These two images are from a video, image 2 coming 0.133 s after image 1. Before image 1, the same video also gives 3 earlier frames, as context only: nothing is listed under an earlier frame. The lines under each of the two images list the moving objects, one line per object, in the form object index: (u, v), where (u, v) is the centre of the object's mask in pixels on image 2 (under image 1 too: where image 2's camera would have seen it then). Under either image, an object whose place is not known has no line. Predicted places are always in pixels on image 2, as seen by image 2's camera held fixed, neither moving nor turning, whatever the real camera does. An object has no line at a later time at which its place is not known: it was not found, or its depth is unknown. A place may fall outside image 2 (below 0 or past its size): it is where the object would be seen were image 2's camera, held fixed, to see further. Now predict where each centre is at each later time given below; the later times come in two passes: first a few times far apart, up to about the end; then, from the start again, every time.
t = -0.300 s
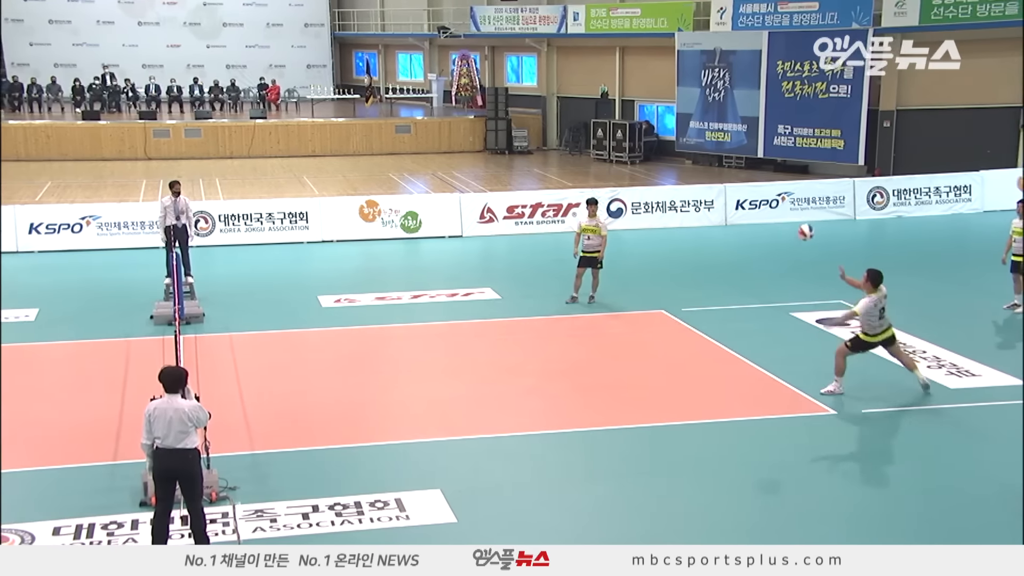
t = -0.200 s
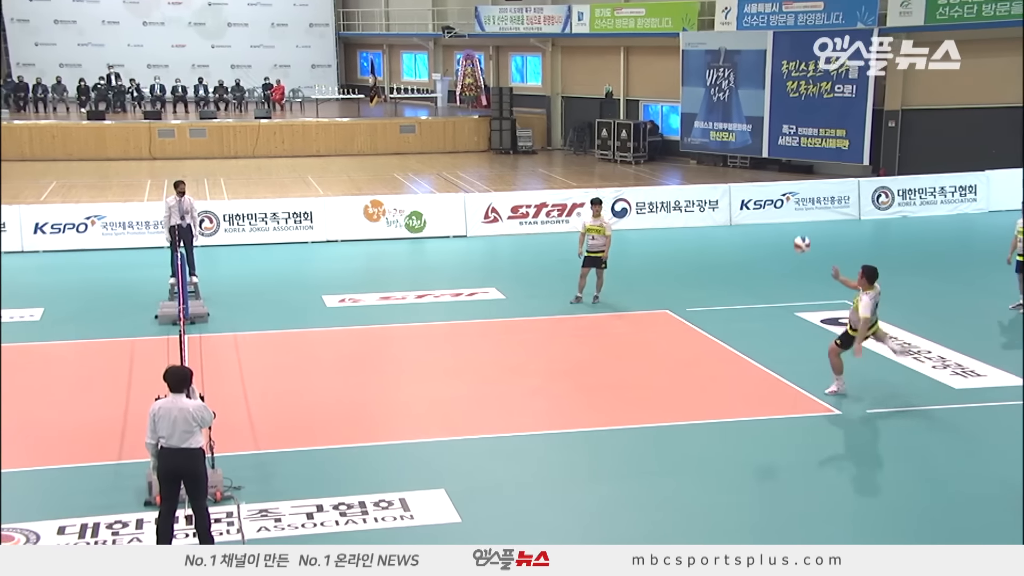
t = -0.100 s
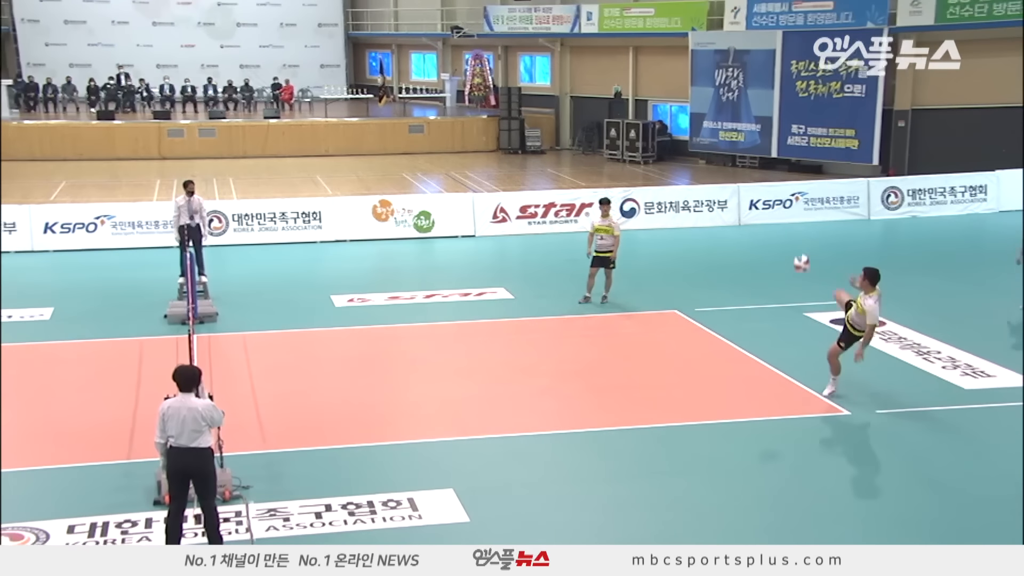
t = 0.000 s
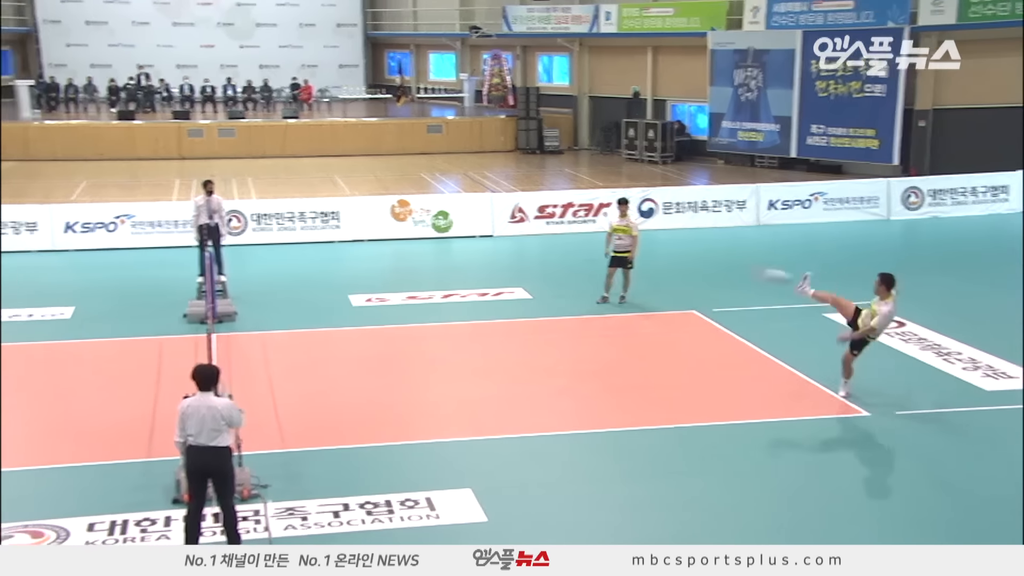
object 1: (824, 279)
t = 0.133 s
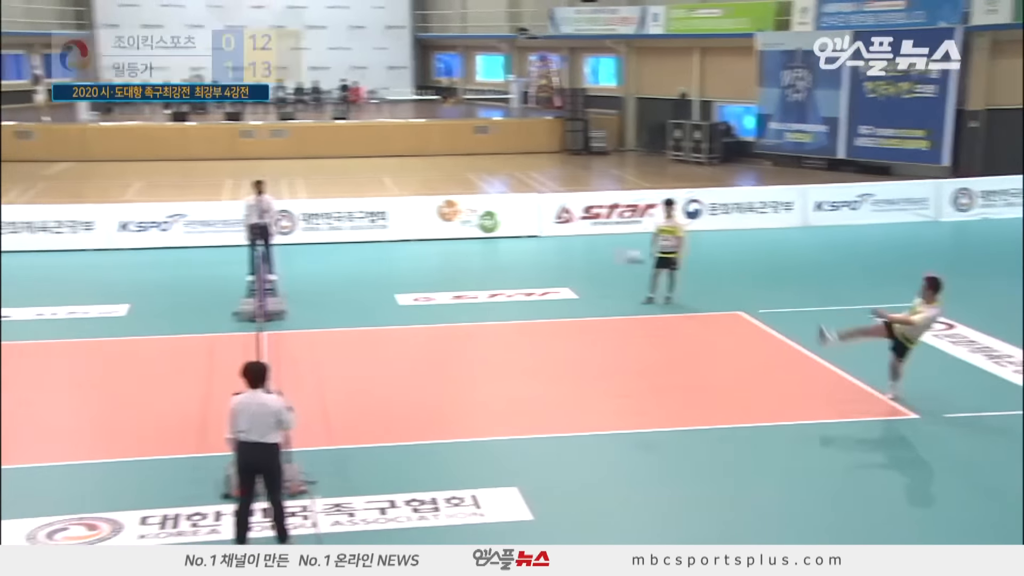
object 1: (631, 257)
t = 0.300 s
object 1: (412, 257)
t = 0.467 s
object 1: (205, 285)
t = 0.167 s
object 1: (585, 256)
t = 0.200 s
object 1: (541, 255)
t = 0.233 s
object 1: (496, 253)
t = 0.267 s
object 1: (454, 254)
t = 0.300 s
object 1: (412, 257)
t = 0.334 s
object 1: (369, 258)
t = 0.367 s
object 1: (327, 262)
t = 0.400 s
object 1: (289, 269)
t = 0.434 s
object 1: (246, 275)
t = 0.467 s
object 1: (205, 285)
